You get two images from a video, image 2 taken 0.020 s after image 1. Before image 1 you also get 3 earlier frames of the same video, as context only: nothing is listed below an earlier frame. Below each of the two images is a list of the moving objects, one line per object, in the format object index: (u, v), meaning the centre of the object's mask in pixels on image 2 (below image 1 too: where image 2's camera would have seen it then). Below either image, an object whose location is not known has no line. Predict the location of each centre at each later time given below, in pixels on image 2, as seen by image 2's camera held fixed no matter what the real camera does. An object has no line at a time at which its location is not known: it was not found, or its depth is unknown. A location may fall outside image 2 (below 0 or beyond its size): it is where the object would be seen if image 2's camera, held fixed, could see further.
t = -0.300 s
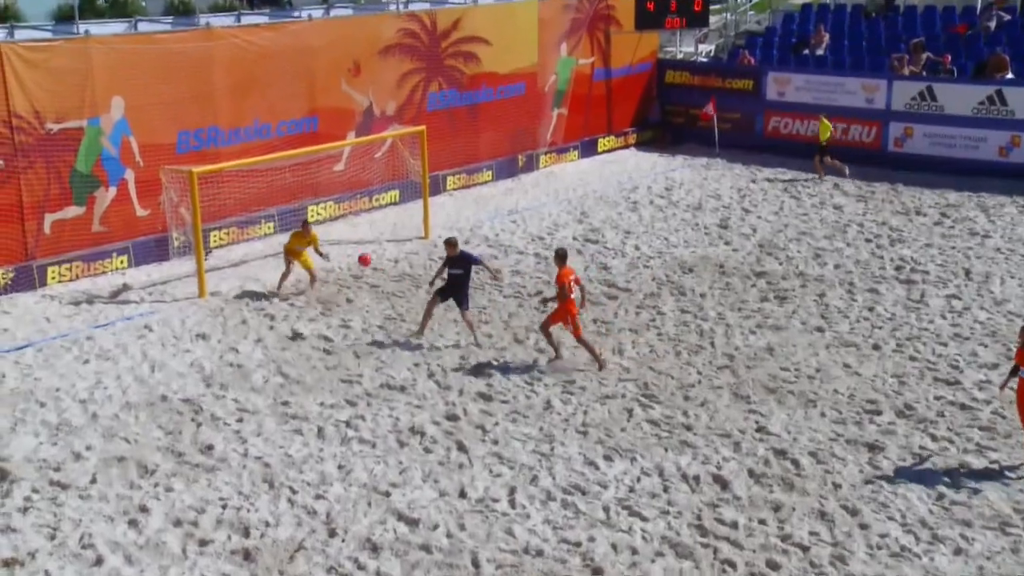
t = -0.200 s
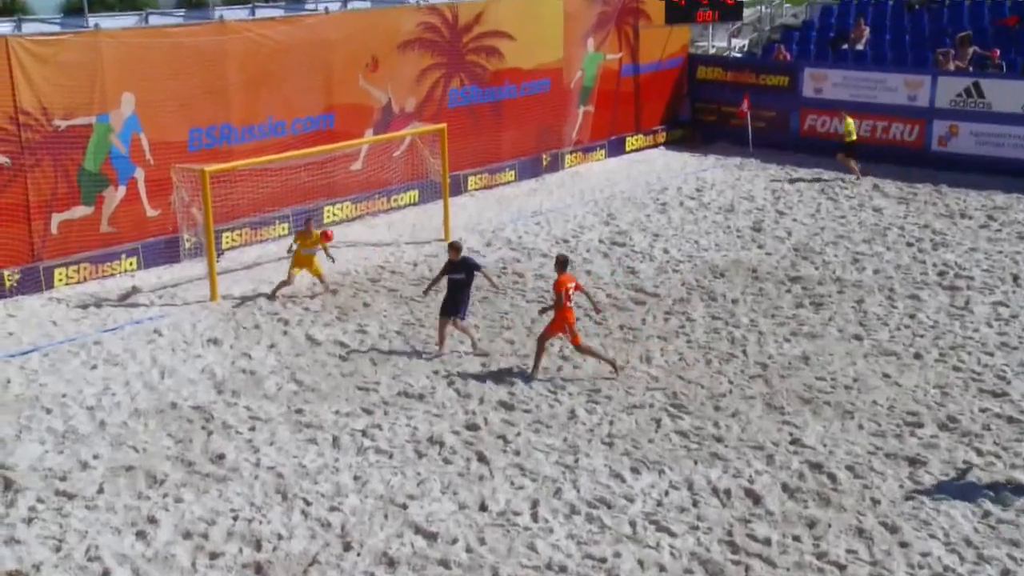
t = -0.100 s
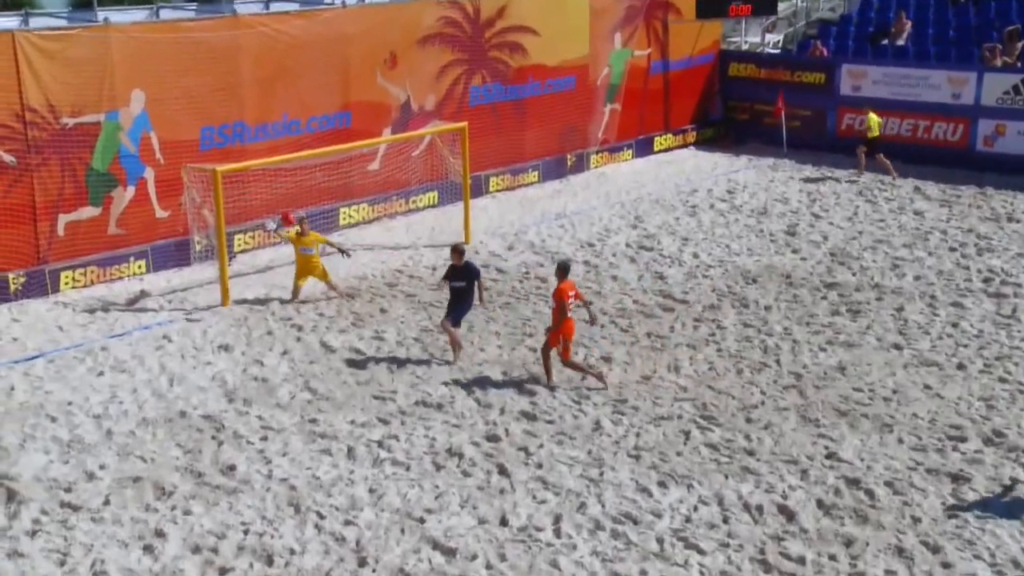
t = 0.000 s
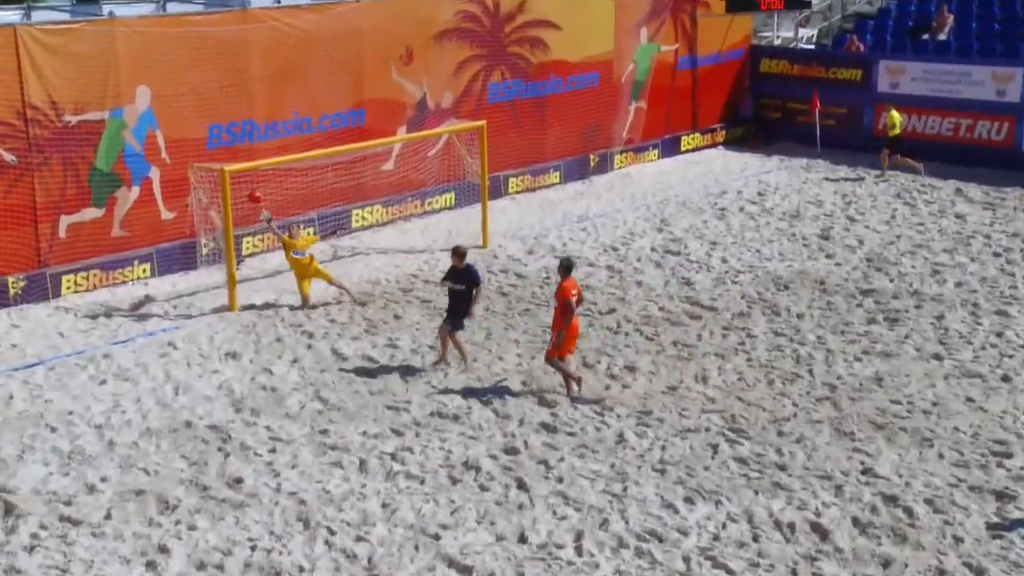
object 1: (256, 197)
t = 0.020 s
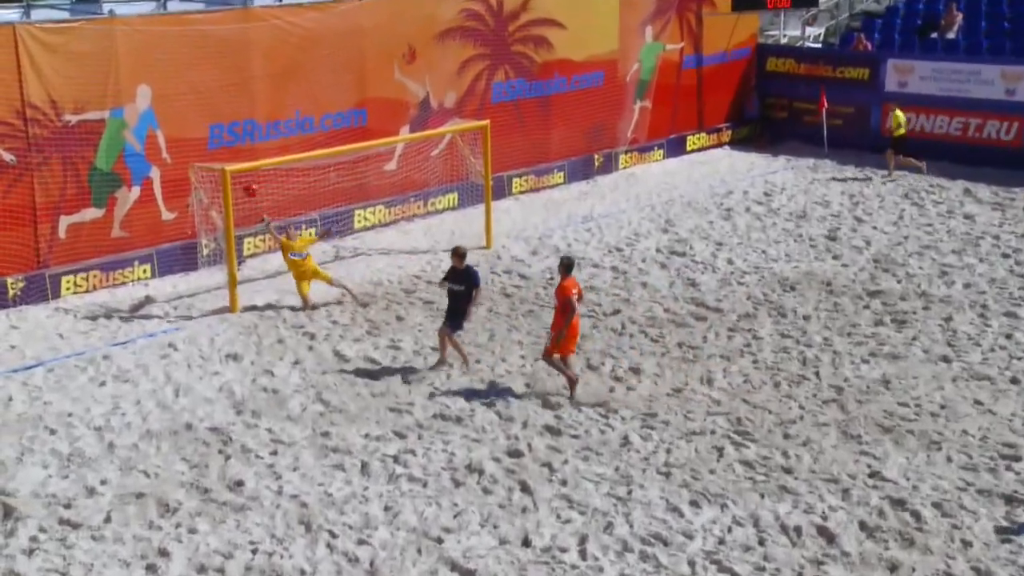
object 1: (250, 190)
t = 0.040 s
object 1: (244, 183)
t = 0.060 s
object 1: (238, 175)
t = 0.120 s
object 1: (220, 155)
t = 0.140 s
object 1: (215, 148)
